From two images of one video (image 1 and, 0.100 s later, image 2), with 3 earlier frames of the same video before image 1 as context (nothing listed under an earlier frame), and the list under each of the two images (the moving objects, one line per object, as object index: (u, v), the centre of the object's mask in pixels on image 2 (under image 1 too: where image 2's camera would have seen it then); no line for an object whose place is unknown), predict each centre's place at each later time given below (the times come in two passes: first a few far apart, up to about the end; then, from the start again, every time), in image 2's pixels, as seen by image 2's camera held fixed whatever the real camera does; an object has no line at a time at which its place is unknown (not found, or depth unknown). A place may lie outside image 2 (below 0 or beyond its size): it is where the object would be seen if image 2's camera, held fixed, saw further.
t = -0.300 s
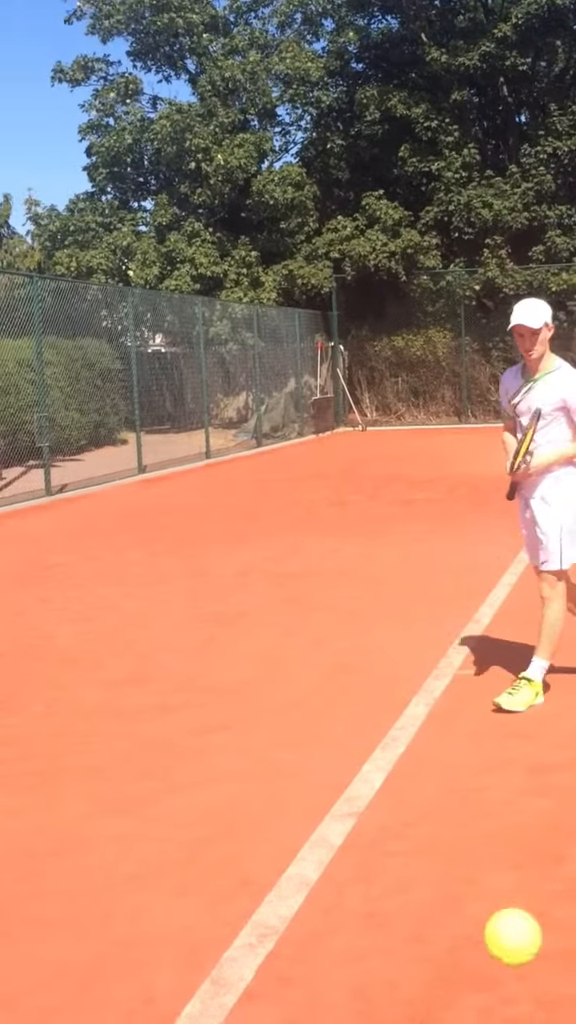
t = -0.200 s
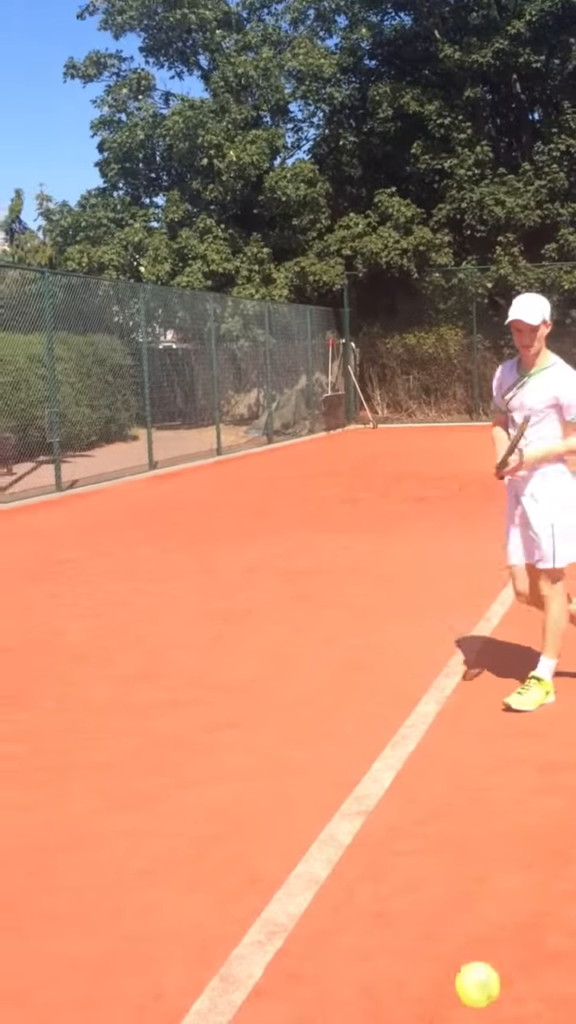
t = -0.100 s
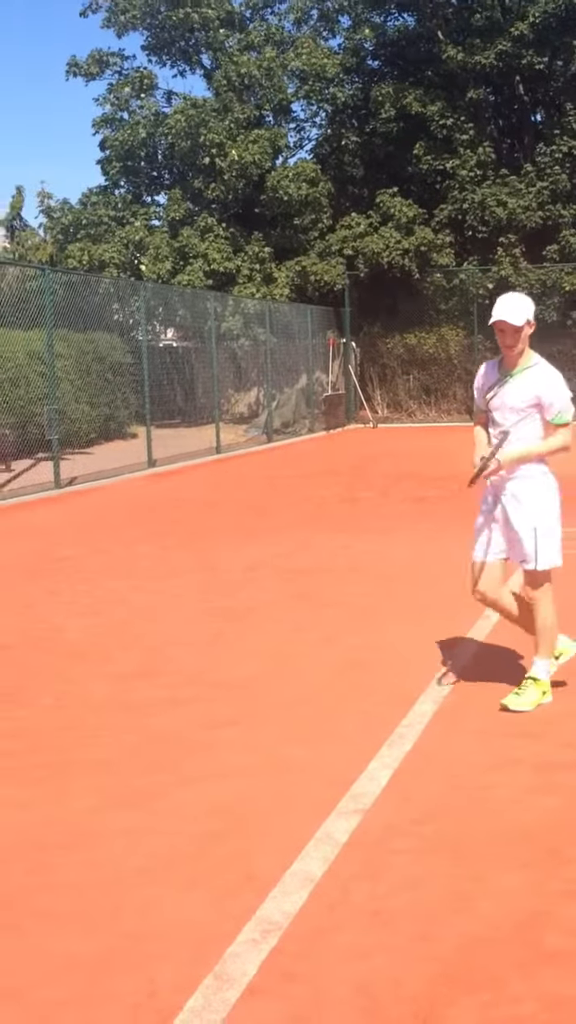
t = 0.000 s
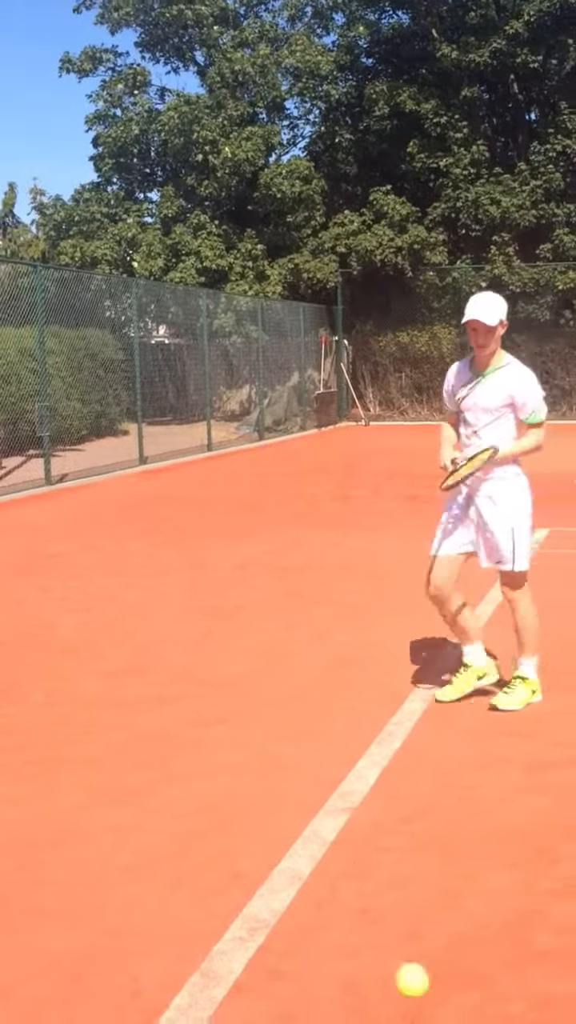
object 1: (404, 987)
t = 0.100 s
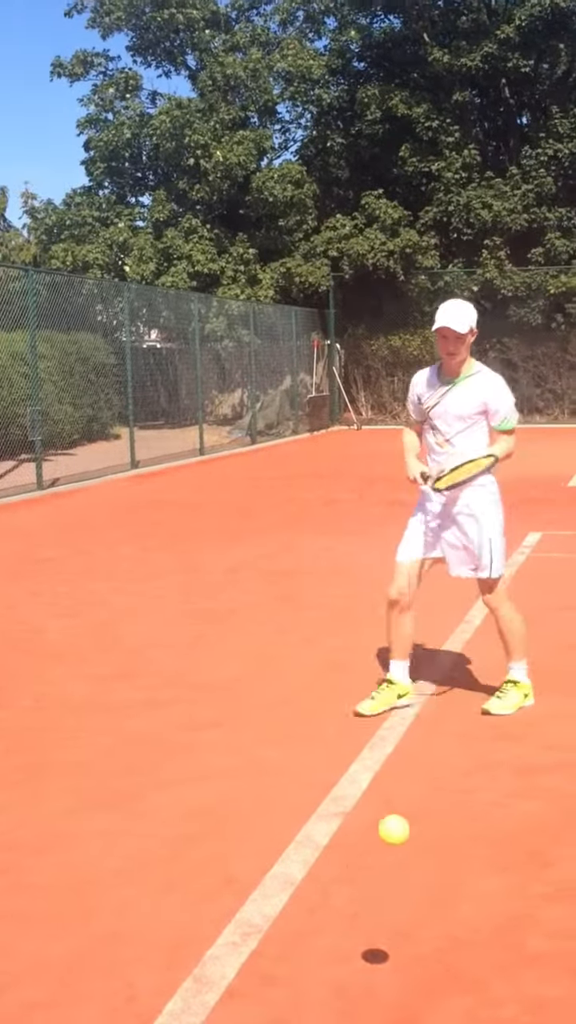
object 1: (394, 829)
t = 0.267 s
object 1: (382, 705)
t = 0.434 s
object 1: (375, 701)
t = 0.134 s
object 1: (391, 792)
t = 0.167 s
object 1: (388, 763)
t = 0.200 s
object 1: (386, 739)
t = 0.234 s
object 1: (384, 719)
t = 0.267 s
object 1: (382, 705)
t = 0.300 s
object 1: (381, 696)
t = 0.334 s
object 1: (379, 692)
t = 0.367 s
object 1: (377, 692)
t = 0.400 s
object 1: (376, 694)
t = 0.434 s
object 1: (375, 701)
